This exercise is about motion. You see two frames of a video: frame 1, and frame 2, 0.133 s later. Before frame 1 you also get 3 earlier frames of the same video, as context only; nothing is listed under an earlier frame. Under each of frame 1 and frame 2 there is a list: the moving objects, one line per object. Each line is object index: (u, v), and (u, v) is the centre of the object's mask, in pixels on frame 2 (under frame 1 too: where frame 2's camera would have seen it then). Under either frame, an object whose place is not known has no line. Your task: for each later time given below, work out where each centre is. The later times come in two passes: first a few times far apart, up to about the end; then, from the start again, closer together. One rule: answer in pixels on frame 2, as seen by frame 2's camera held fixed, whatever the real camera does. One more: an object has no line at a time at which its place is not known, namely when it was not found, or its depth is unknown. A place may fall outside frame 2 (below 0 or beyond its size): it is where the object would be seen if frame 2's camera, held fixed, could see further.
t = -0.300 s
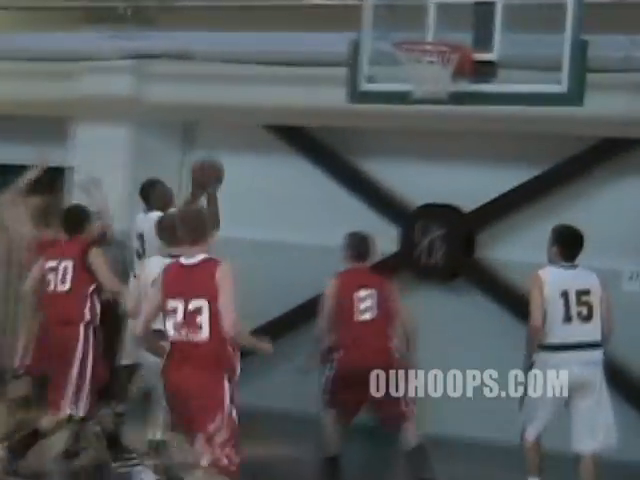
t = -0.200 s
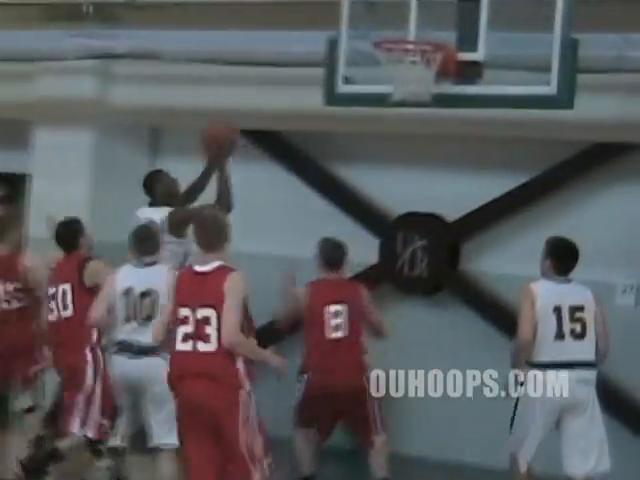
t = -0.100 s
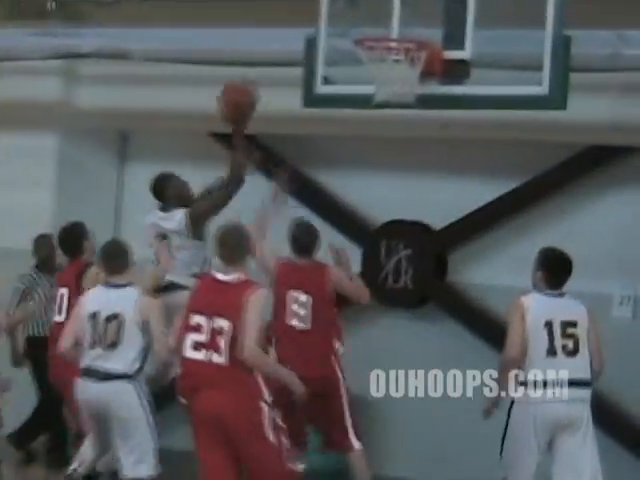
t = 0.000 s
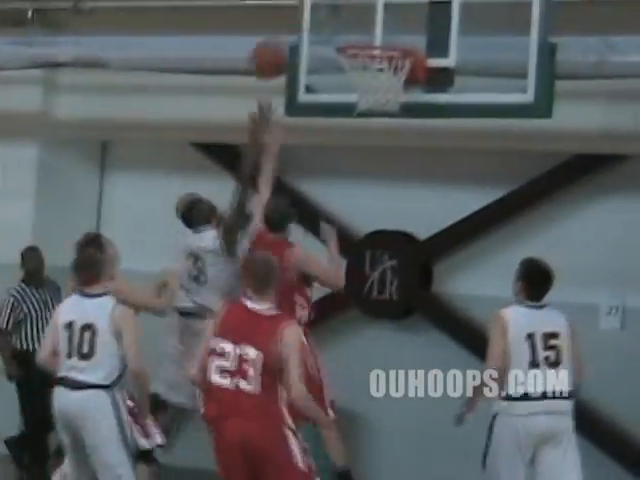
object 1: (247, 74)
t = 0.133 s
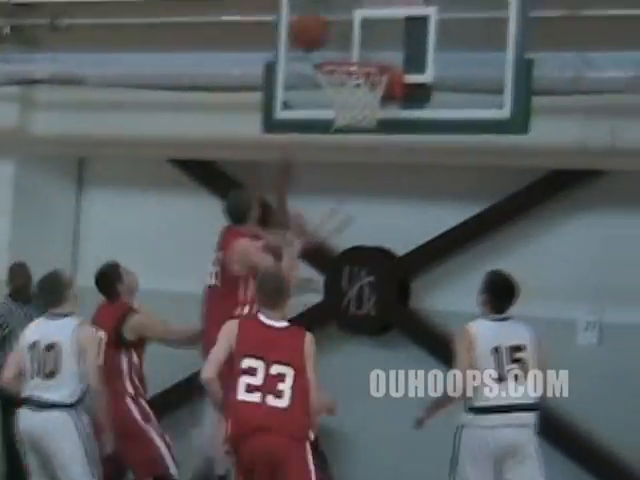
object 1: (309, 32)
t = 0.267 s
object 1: (350, 22)
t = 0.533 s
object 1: (341, 82)
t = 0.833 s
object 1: (354, 103)
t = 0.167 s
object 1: (325, 26)
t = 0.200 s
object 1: (341, 22)
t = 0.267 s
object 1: (350, 22)
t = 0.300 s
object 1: (351, 24)
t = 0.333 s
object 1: (352, 28)
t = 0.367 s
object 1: (353, 35)
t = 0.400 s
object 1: (353, 42)
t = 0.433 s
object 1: (354, 54)
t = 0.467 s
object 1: (354, 66)
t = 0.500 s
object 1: (349, 73)
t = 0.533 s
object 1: (341, 82)
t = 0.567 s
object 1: (337, 87)
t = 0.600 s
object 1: (334, 95)
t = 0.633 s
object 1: (334, 97)
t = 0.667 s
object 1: (335, 98)
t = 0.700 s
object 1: (340, 96)
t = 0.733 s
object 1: (342, 96)
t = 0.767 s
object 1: (345, 98)
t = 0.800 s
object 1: (350, 100)
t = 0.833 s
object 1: (354, 103)
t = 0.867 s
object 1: (357, 101)
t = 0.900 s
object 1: (358, 102)
